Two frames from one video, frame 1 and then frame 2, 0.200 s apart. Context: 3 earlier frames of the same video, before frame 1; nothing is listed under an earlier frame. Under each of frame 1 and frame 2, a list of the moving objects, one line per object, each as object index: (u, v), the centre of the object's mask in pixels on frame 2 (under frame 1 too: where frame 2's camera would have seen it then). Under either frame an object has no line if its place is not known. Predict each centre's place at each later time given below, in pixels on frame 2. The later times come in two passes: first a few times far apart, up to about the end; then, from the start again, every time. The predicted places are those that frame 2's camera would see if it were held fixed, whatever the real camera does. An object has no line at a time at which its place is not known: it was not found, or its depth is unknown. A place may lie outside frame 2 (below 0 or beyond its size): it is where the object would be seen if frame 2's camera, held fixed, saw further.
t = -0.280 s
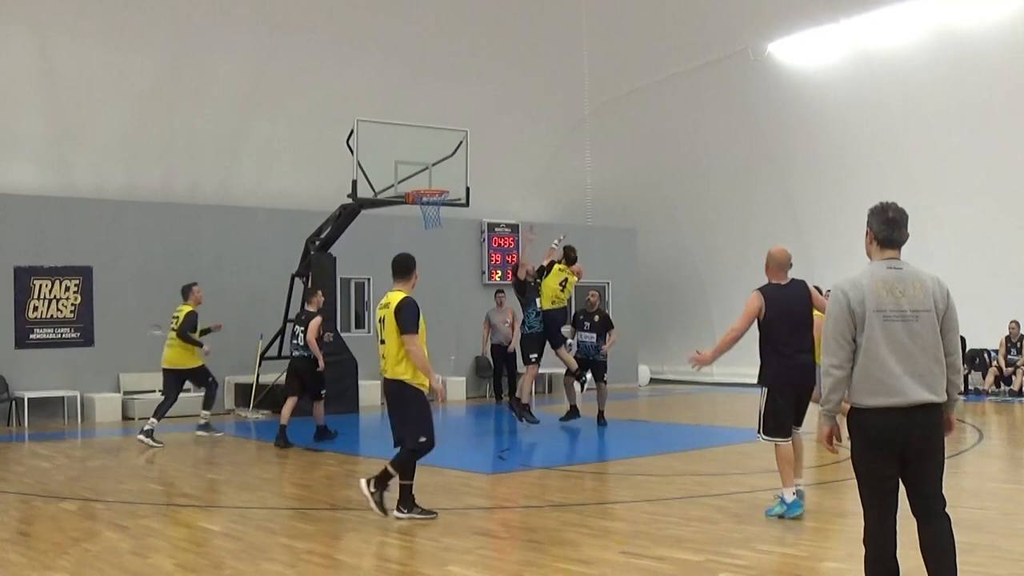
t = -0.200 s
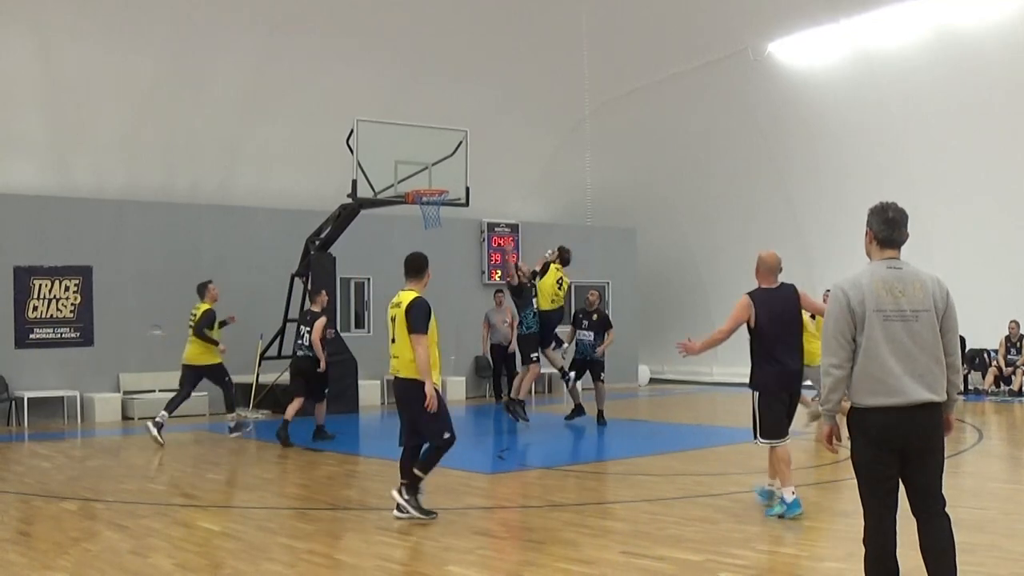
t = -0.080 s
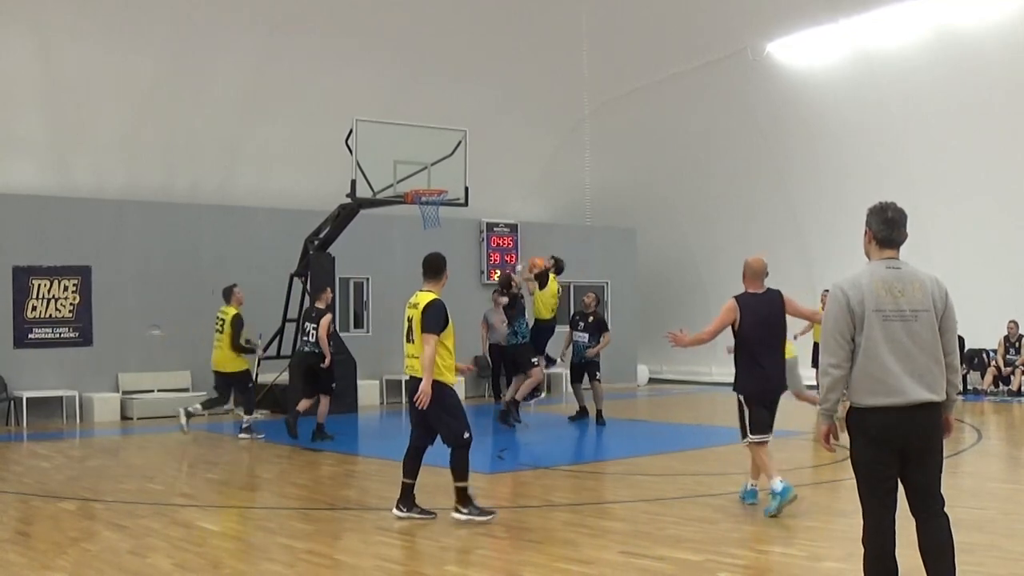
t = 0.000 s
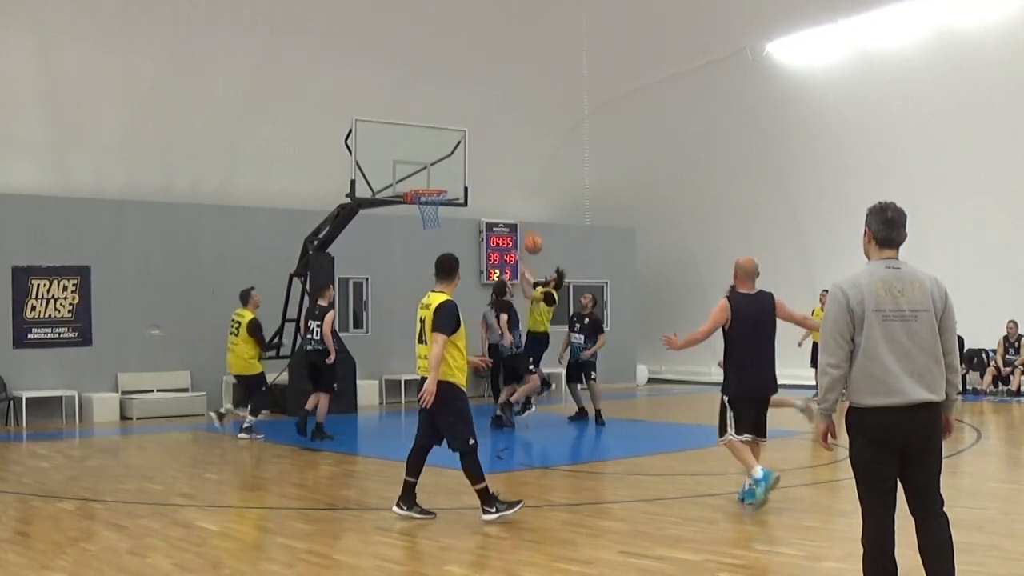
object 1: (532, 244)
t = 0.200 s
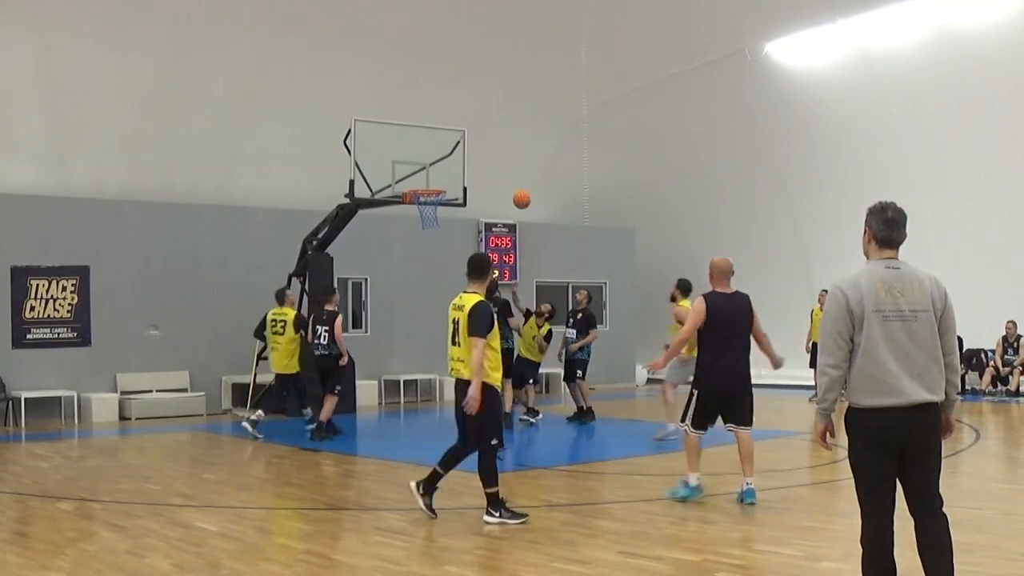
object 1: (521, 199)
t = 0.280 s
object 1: (517, 189)
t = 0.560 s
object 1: (503, 191)
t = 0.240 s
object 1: (519, 194)
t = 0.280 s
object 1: (517, 189)
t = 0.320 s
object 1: (515, 186)
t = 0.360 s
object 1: (513, 184)
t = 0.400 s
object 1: (511, 183)
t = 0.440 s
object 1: (509, 183)
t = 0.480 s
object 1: (507, 184)
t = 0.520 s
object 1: (505, 187)
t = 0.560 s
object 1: (503, 191)
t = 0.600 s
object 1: (501, 195)
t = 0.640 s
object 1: (500, 201)
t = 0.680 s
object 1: (498, 208)
